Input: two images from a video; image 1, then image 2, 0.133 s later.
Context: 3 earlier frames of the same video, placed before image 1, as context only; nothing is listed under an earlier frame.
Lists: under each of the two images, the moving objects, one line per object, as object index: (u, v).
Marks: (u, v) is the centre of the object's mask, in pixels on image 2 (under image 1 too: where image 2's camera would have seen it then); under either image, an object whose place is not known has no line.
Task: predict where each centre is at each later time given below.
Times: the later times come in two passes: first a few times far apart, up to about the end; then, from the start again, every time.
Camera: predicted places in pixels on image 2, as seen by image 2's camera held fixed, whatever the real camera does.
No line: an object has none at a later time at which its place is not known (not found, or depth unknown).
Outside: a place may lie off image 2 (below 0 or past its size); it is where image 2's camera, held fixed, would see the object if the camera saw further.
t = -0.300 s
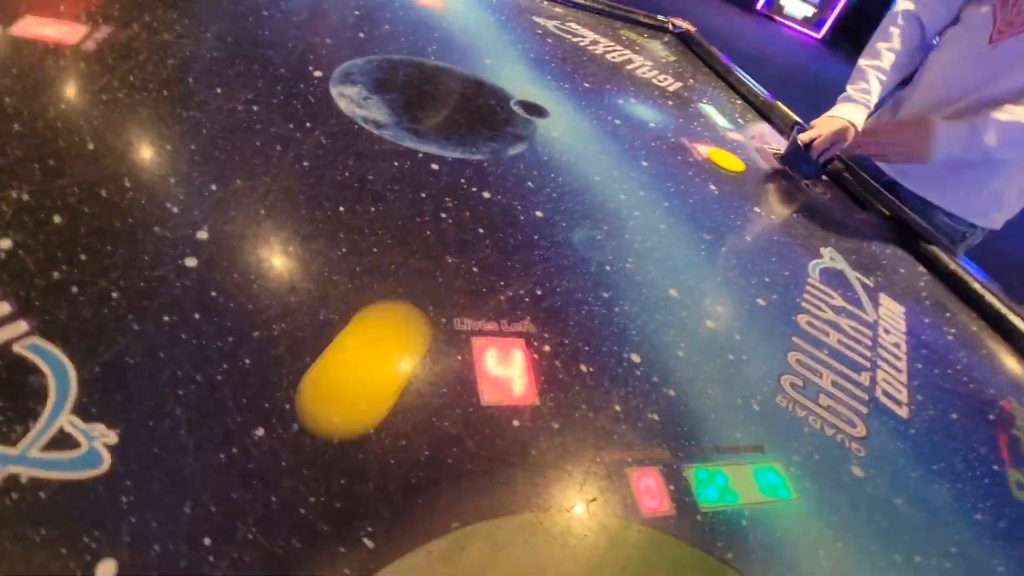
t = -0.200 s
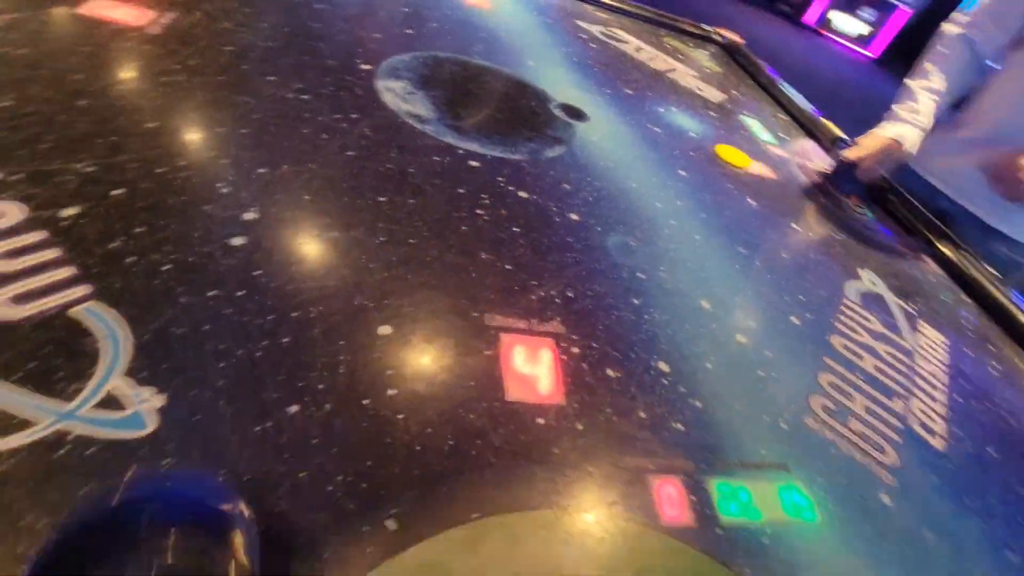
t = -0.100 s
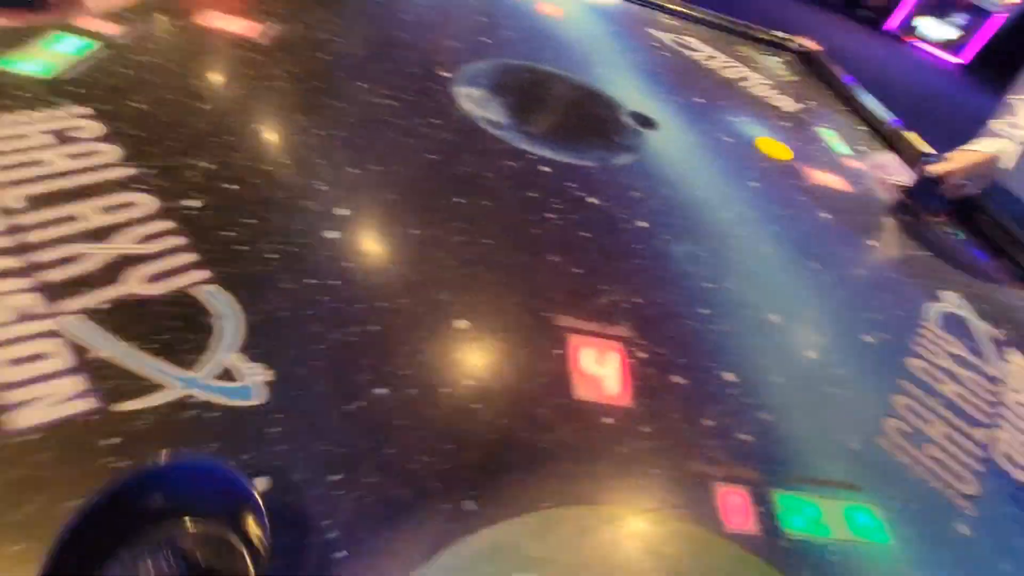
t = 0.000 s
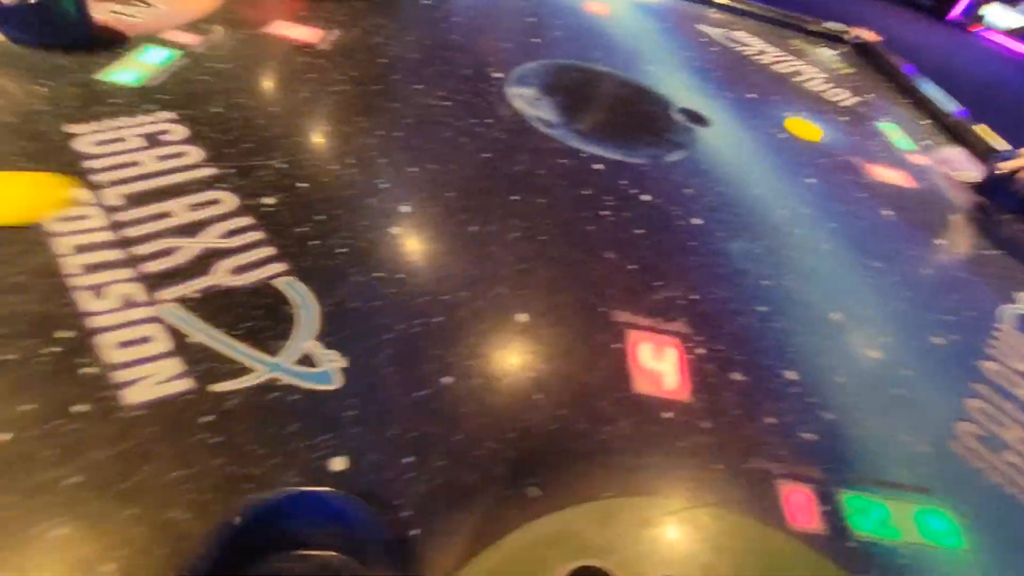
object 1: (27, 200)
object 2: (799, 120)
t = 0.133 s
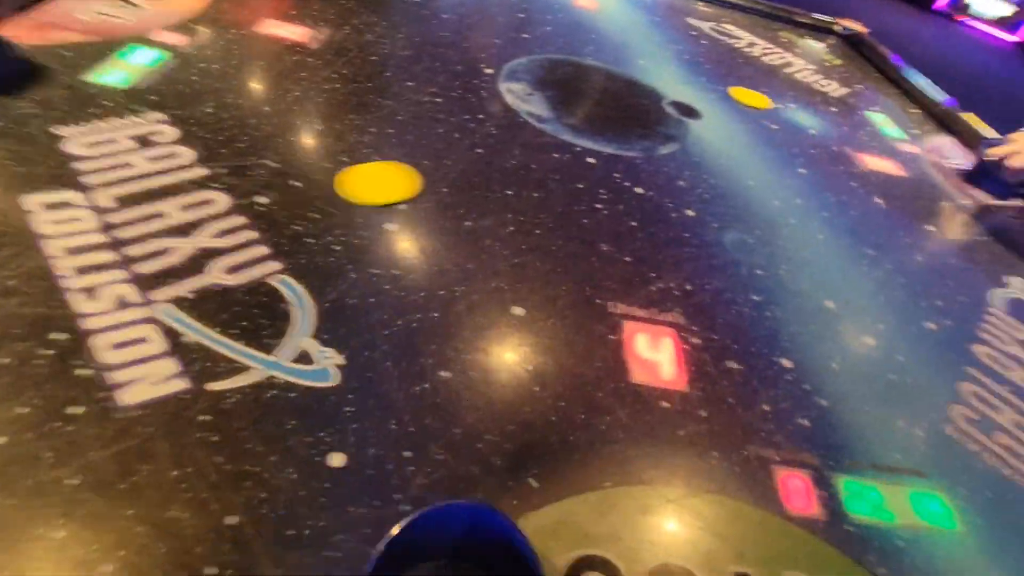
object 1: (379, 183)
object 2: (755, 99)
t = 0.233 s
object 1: (570, 174)
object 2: (727, 83)
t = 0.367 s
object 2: (690, 63)
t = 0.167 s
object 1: (449, 180)
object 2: (745, 93)
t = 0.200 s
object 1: (512, 177)
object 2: (736, 88)
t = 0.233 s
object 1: (570, 174)
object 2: (727, 83)
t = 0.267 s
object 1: (622, 171)
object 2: (717, 77)
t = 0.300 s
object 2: (707, 72)
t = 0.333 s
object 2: (698, 68)
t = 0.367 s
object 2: (690, 63)
